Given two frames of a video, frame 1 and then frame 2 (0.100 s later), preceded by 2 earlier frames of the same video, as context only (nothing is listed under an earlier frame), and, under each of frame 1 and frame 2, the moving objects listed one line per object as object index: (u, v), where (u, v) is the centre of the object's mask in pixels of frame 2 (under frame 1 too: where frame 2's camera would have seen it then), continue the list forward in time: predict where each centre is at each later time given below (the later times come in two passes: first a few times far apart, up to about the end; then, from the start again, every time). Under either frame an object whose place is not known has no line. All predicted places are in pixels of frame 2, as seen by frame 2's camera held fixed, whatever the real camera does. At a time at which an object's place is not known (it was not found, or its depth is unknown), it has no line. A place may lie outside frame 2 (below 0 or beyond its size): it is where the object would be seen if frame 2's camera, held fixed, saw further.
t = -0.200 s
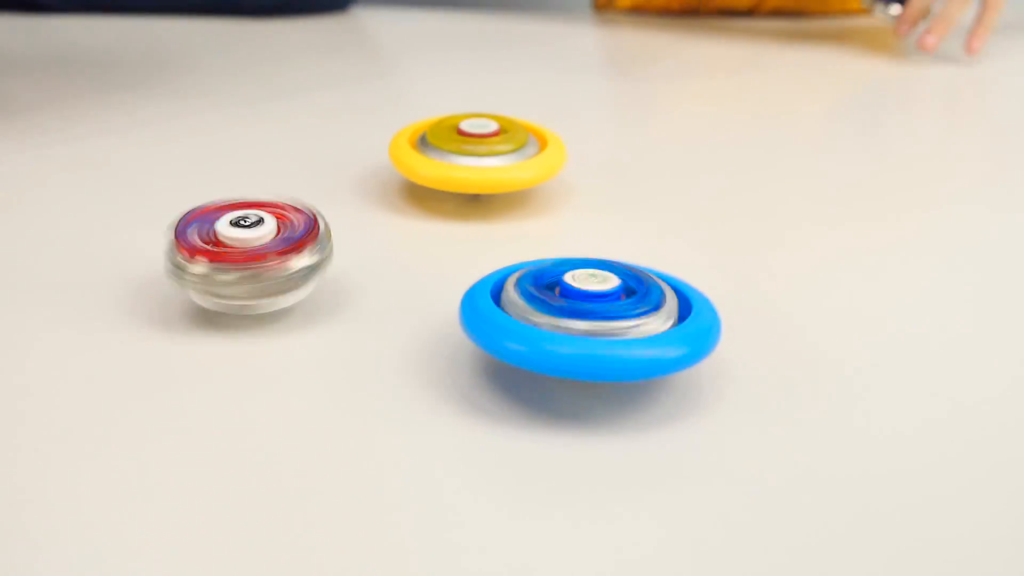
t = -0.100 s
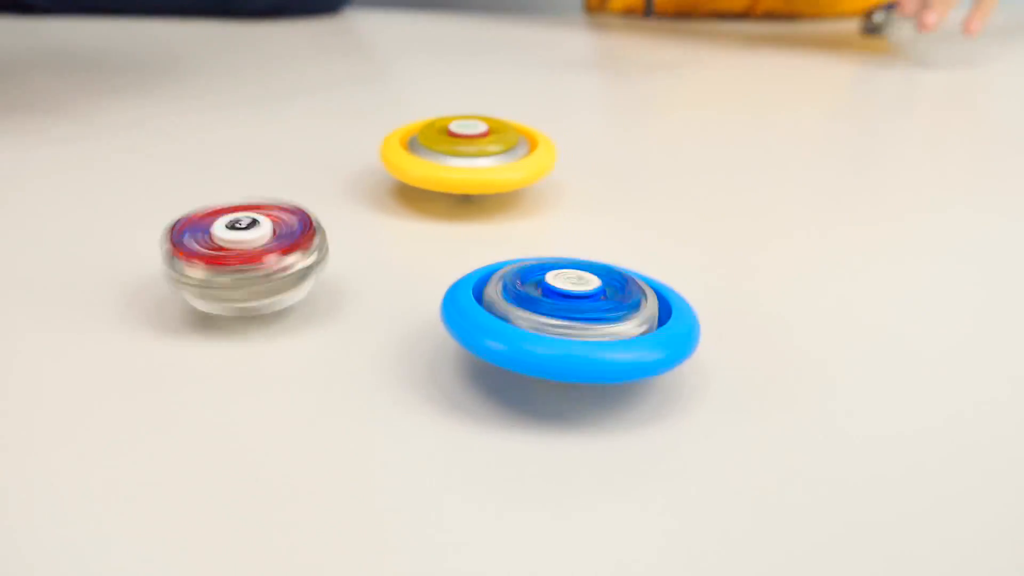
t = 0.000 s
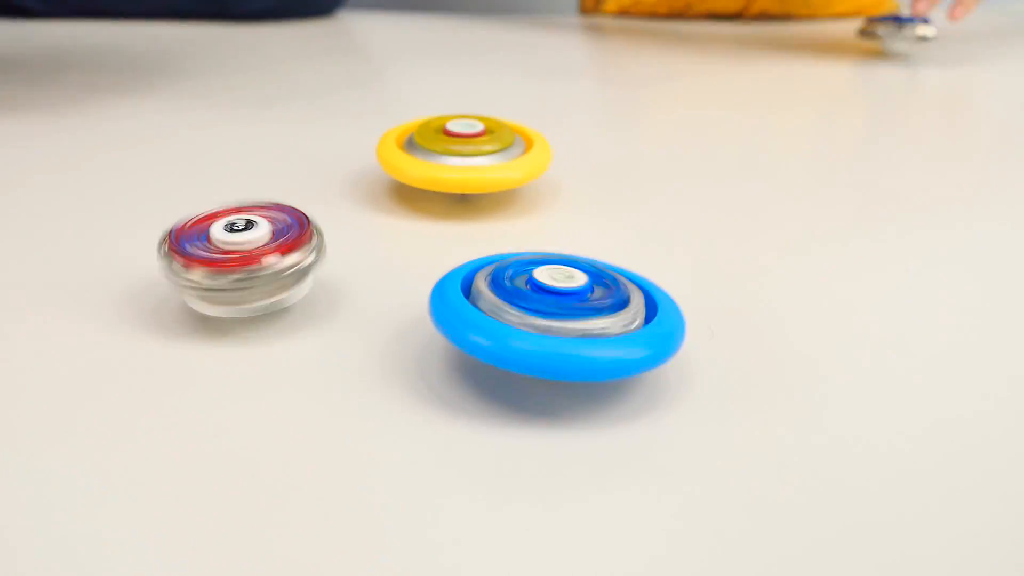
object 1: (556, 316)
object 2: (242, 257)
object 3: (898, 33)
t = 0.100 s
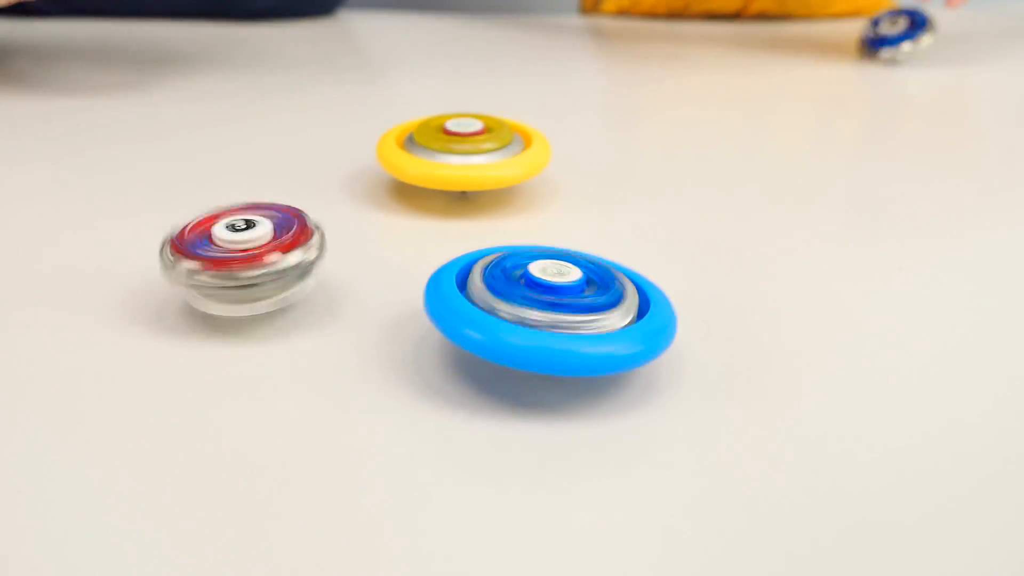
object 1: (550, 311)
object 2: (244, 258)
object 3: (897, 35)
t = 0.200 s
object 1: (546, 304)
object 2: (246, 259)
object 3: (896, 40)
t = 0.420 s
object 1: (534, 299)
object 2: (228, 266)
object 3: (881, 41)
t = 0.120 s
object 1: (550, 309)
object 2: (244, 258)
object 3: (895, 37)
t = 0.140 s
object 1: (549, 309)
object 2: (246, 258)
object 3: (895, 39)
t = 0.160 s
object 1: (547, 306)
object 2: (246, 259)
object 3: (895, 40)
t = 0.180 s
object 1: (548, 305)
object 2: (246, 259)
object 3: (895, 40)
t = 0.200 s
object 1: (546, 304)
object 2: (246, 259)
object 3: (896, 40)
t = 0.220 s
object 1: (546, 303)
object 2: (243, 260)
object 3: (895, 40)
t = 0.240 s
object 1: (545, 303)
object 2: (244, 260)
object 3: (893, 40)
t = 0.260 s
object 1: (543, 301)
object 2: (244, 262)
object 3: (892, 40)
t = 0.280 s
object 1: (543, 301)
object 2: (242, 262)
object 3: (888, 40)
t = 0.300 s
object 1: (540, 301)
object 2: (240, 262)
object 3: (886, 40)
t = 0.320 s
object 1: (540, 300)
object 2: (237, 263)
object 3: (884, 40)
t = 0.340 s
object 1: (539, 300)
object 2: (236, 264)
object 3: (885, 40)
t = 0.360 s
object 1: (538, 299)
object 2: (234, 264)
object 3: (884, 40)
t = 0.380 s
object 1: (538, 300)
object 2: (233, 264)
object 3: (883, 40)
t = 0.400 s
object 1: (534, 299)
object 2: (231, 264)
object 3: (882, 40)
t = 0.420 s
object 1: (534, 299)
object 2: (228, 266)
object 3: (881, 41)
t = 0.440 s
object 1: (531, 299)
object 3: (881, 42)
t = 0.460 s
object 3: (879, 43)
